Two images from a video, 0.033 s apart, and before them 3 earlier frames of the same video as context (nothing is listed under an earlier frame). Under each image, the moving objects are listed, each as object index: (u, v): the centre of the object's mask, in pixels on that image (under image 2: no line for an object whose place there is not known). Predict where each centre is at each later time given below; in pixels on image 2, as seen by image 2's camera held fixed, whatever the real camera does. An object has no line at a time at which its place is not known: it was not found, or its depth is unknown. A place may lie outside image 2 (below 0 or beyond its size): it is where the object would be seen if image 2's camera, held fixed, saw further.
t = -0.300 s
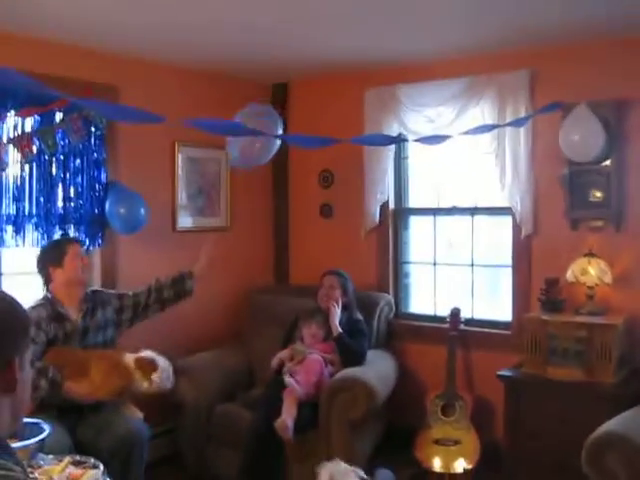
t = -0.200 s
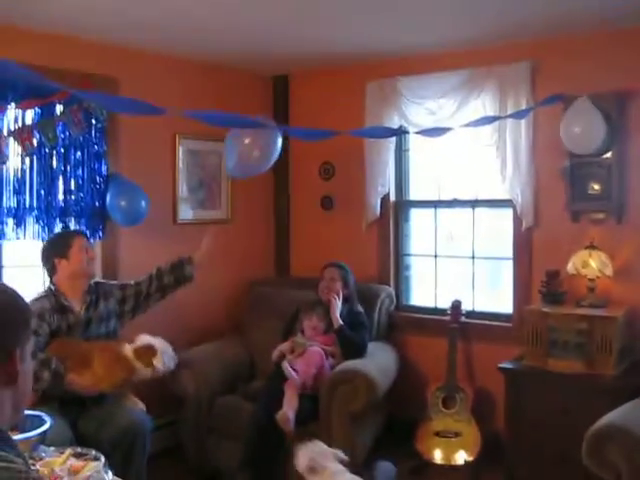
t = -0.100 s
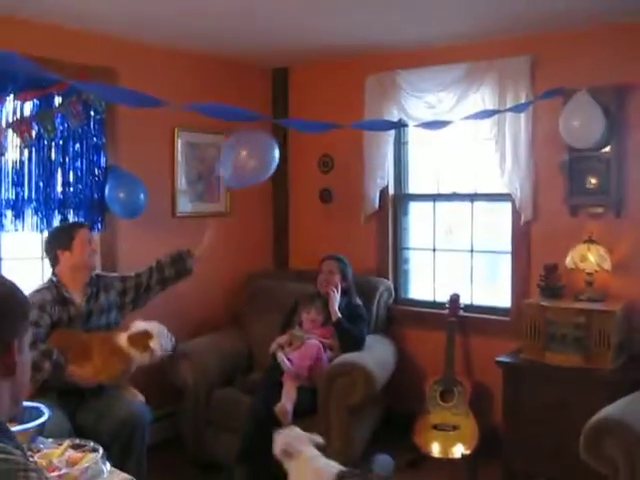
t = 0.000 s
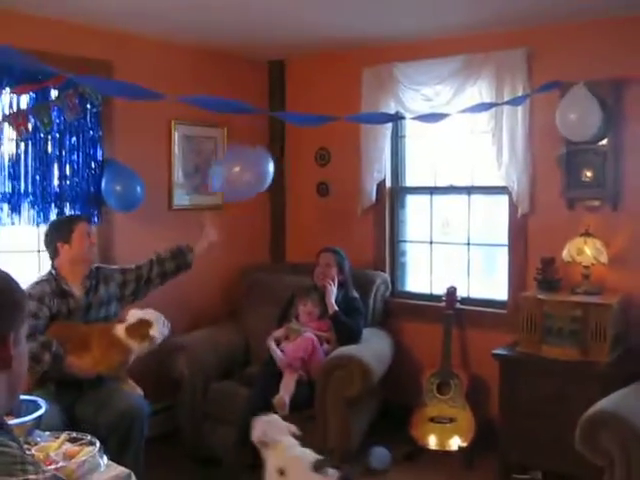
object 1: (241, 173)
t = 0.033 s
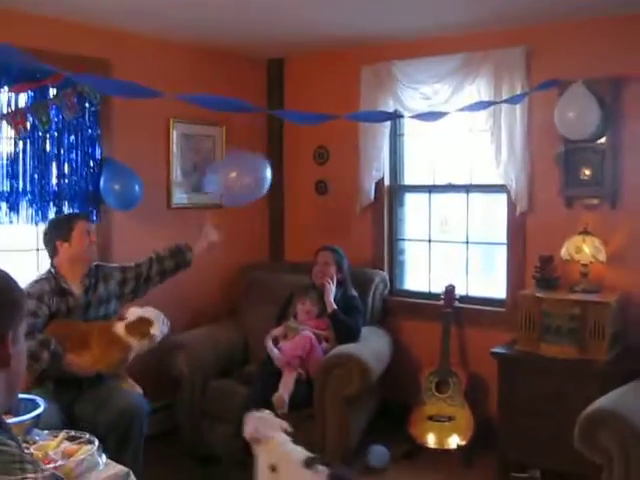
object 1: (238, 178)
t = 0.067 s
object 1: (237, 185)
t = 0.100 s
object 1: (236, 191)
